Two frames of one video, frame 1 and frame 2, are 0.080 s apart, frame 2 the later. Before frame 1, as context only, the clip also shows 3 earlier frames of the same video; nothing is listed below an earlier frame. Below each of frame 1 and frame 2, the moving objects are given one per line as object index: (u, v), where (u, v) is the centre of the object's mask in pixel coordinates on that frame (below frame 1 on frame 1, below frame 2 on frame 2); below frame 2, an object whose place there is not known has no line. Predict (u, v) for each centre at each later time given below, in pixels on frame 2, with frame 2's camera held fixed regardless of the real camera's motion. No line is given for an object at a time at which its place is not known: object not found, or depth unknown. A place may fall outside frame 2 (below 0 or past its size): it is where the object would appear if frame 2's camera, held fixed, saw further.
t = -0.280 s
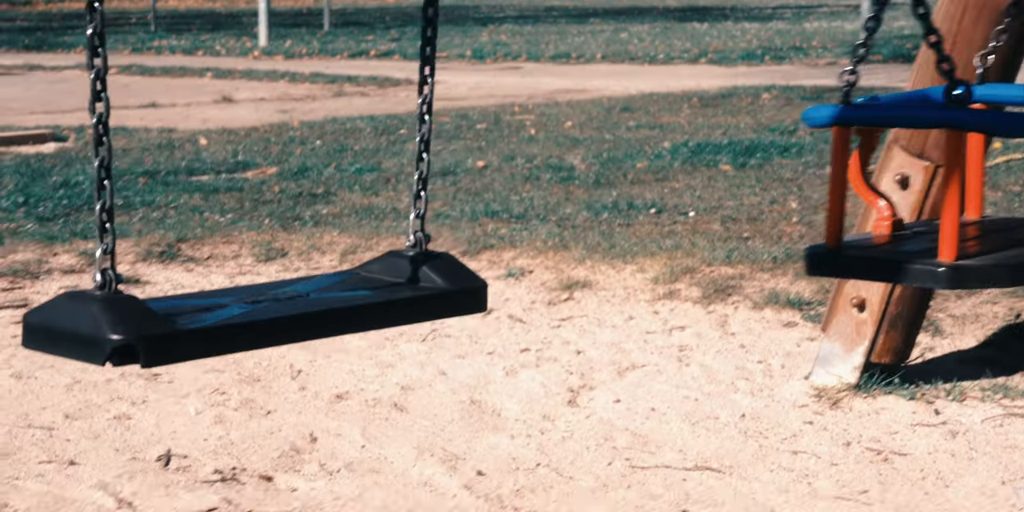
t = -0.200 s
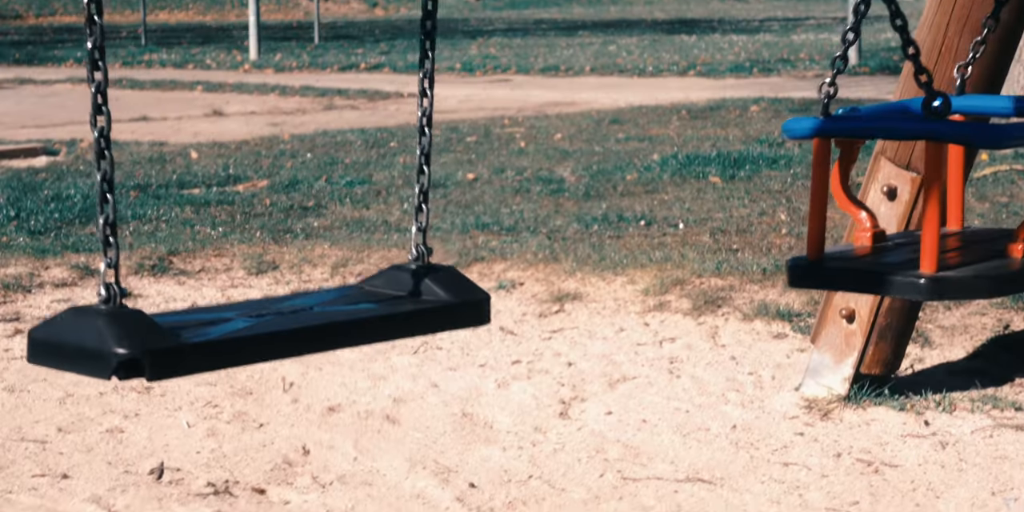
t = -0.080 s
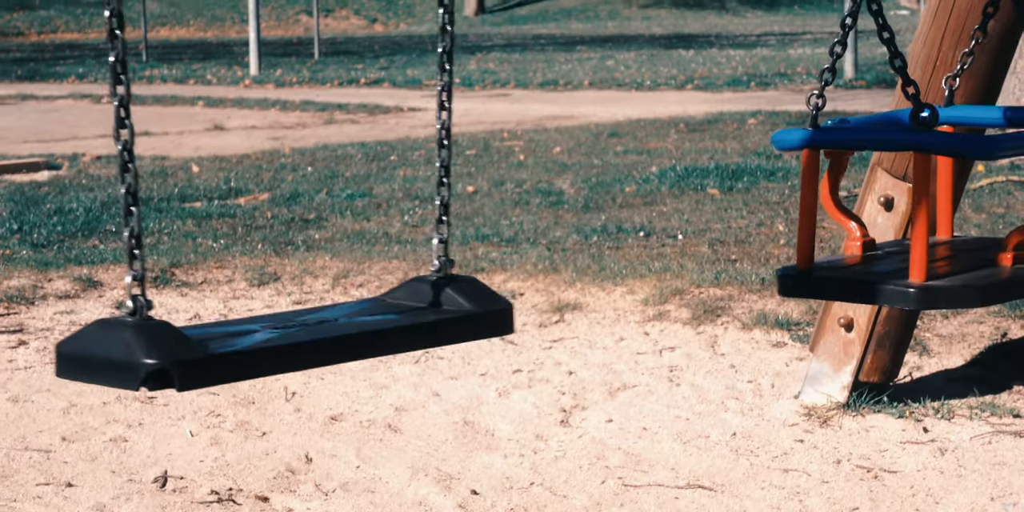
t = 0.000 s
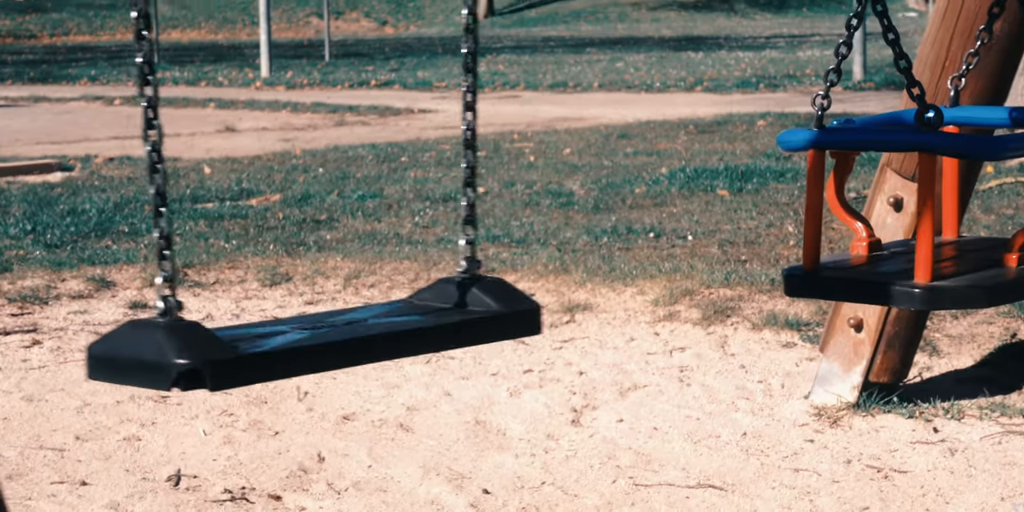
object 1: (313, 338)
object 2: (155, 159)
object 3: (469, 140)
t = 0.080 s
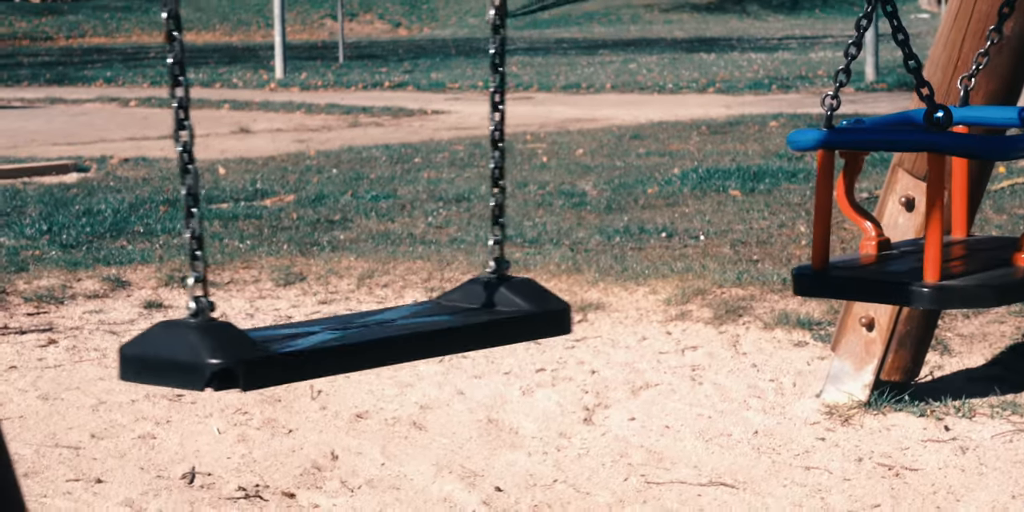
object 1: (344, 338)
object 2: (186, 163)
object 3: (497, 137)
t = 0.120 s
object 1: (354, 339)
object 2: (195, 159)
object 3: (507, 139)
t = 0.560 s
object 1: (411, 348)
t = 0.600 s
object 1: (411, 353)
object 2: (242, 156)
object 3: (563, 133)
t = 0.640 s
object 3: (563, 138)
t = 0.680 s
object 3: (561, 140)
